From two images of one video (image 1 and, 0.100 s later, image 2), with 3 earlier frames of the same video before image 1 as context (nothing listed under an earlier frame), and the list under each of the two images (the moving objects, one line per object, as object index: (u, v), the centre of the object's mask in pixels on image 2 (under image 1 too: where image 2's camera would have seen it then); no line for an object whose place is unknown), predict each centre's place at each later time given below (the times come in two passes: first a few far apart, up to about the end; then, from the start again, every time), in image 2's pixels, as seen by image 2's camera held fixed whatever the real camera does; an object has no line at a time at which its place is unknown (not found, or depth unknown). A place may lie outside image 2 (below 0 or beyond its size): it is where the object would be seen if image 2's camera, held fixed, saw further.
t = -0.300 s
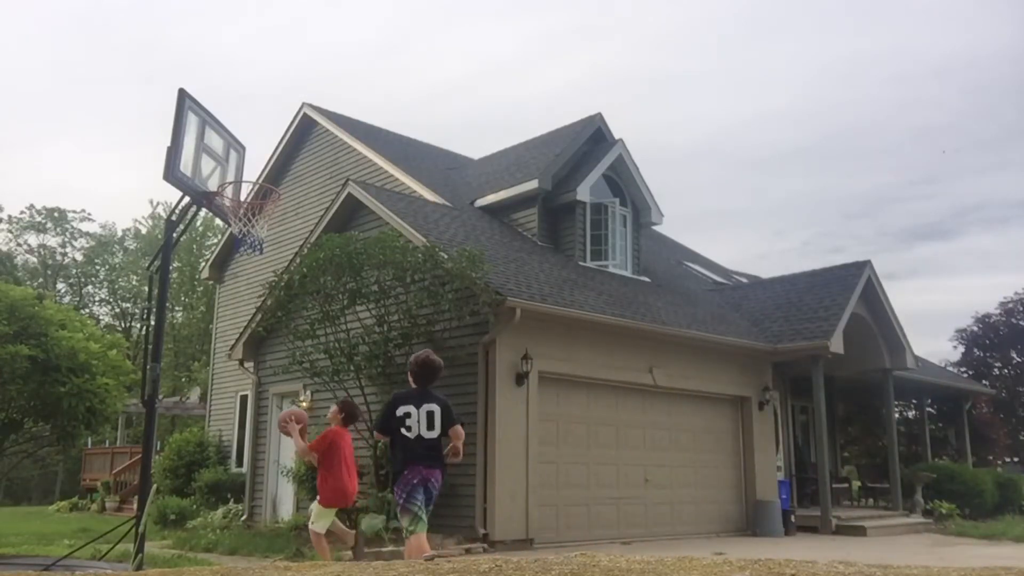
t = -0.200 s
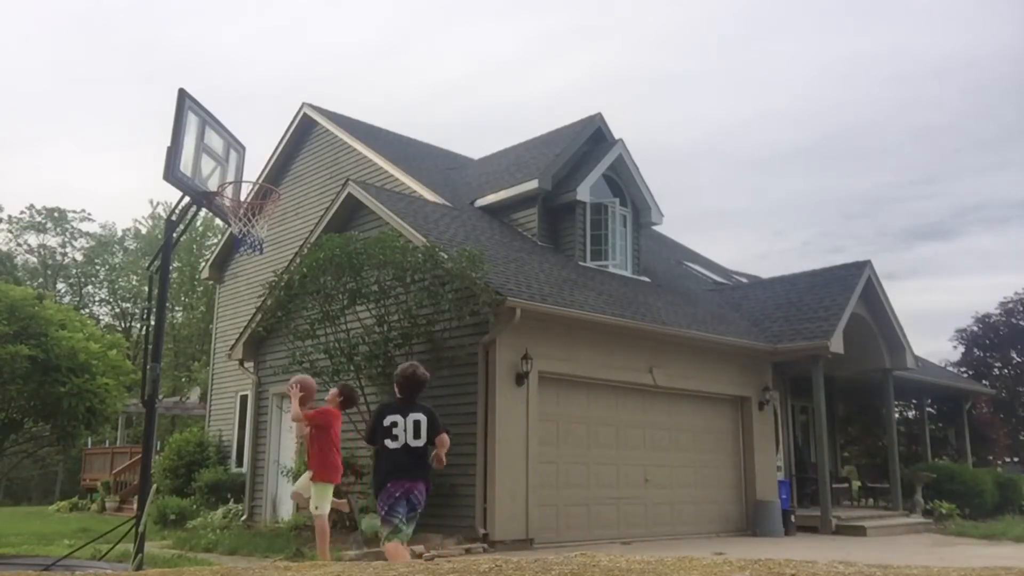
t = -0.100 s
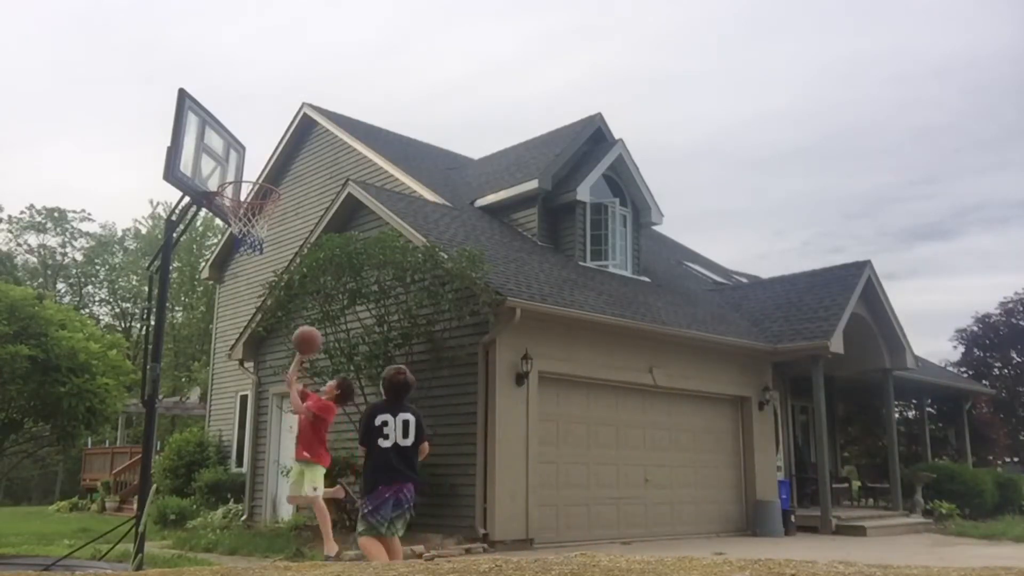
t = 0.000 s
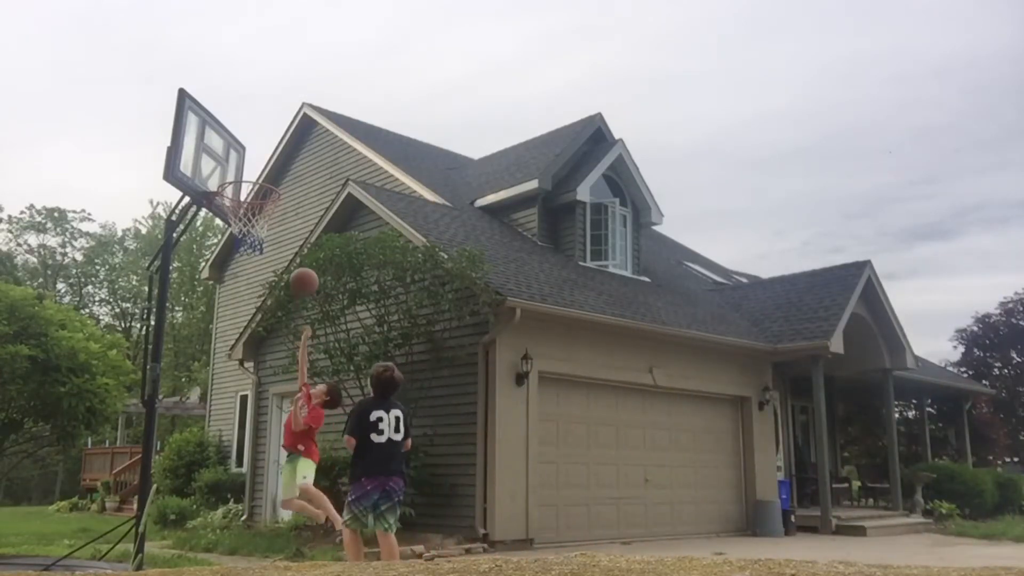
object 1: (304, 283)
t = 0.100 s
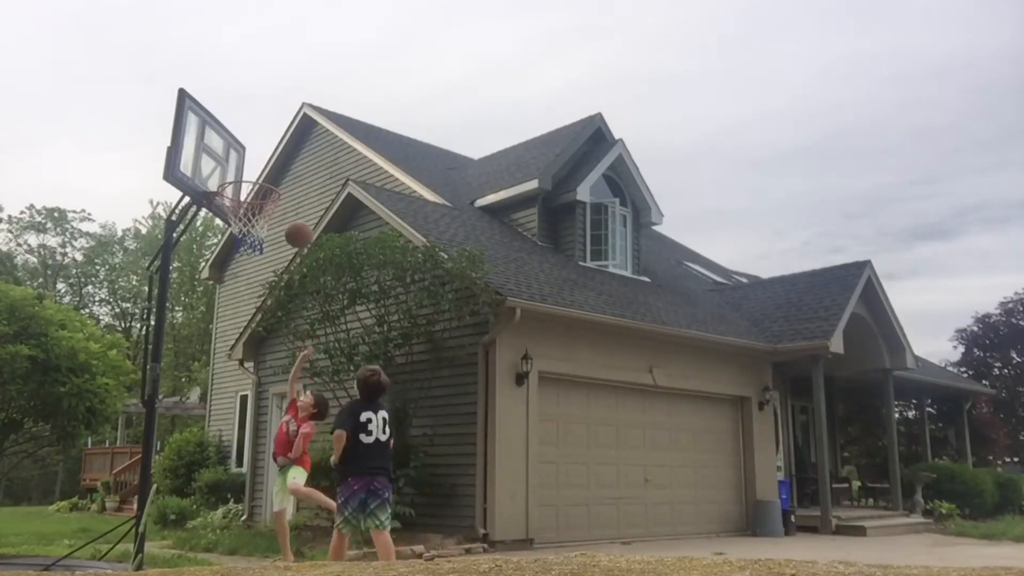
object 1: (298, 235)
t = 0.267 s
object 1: (289, 180)
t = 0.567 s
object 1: (270, 158)
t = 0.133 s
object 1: (297, 222)
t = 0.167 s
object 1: (295, 209)
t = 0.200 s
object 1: (293, 199)
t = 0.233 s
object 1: (291, 189)
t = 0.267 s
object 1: (289, 180)
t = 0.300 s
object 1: (287, 173)
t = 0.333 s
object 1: (286, 167)
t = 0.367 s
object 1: (284, 162)
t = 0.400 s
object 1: (282, 159)
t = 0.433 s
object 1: (280, 157)
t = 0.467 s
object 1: (278, 156)
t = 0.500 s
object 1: (275, 155)
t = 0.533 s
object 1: (273, 156)
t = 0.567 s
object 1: (270, 158)
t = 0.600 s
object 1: (268, 161)
